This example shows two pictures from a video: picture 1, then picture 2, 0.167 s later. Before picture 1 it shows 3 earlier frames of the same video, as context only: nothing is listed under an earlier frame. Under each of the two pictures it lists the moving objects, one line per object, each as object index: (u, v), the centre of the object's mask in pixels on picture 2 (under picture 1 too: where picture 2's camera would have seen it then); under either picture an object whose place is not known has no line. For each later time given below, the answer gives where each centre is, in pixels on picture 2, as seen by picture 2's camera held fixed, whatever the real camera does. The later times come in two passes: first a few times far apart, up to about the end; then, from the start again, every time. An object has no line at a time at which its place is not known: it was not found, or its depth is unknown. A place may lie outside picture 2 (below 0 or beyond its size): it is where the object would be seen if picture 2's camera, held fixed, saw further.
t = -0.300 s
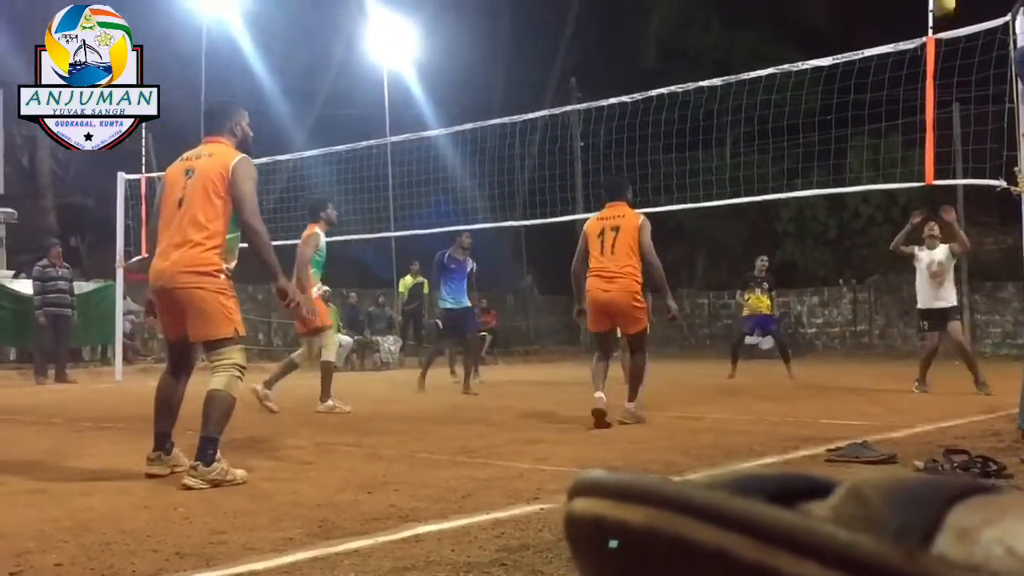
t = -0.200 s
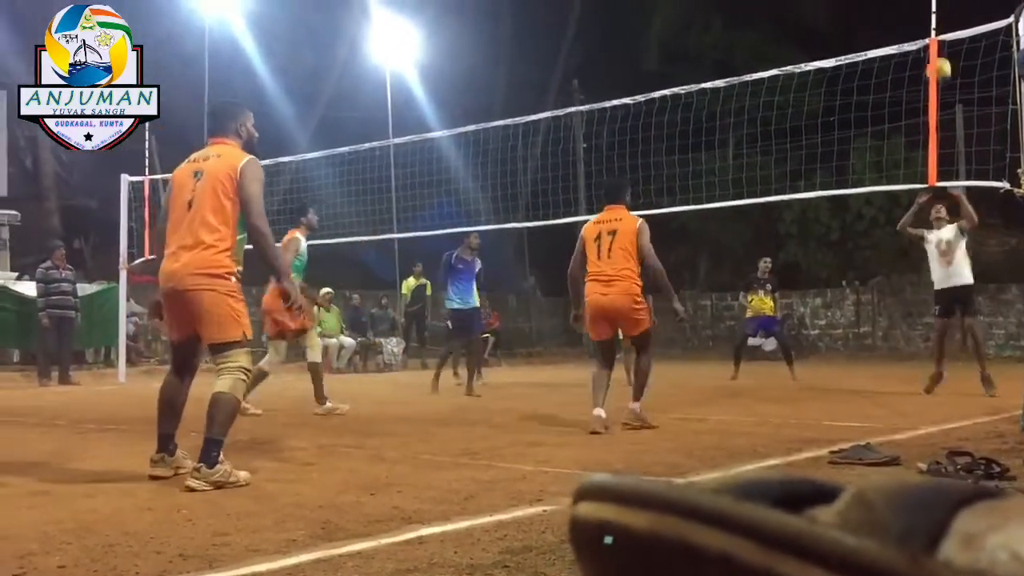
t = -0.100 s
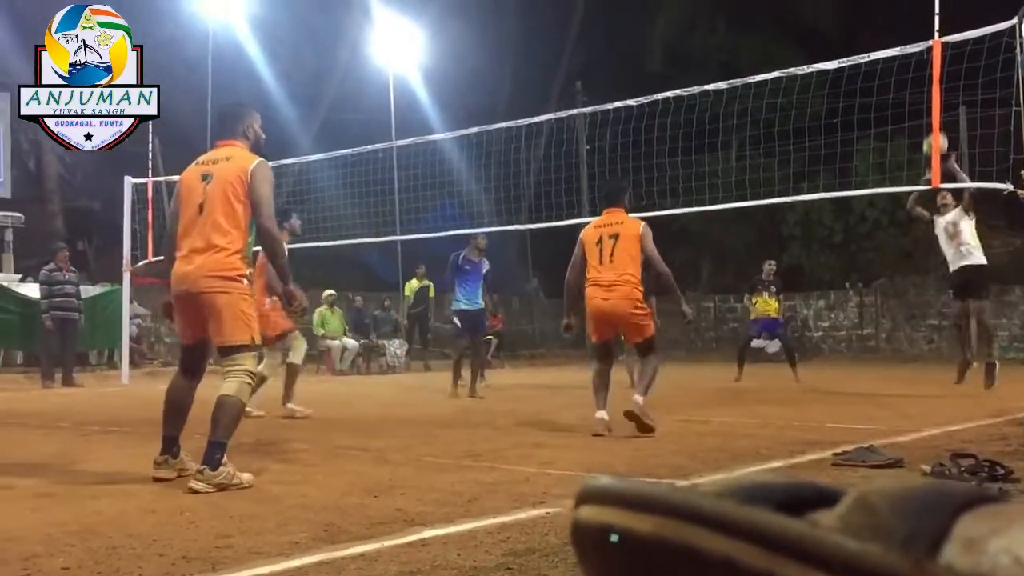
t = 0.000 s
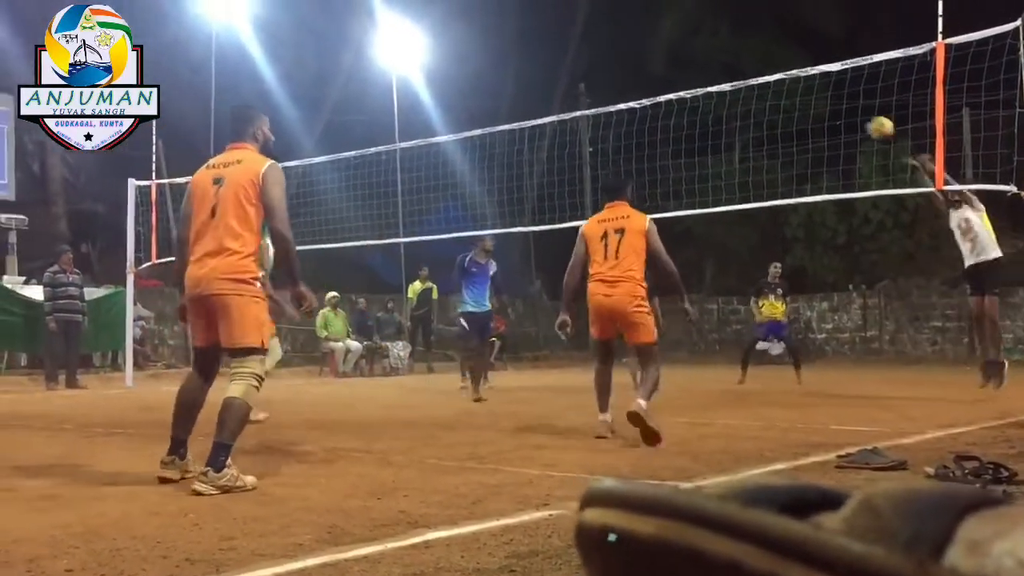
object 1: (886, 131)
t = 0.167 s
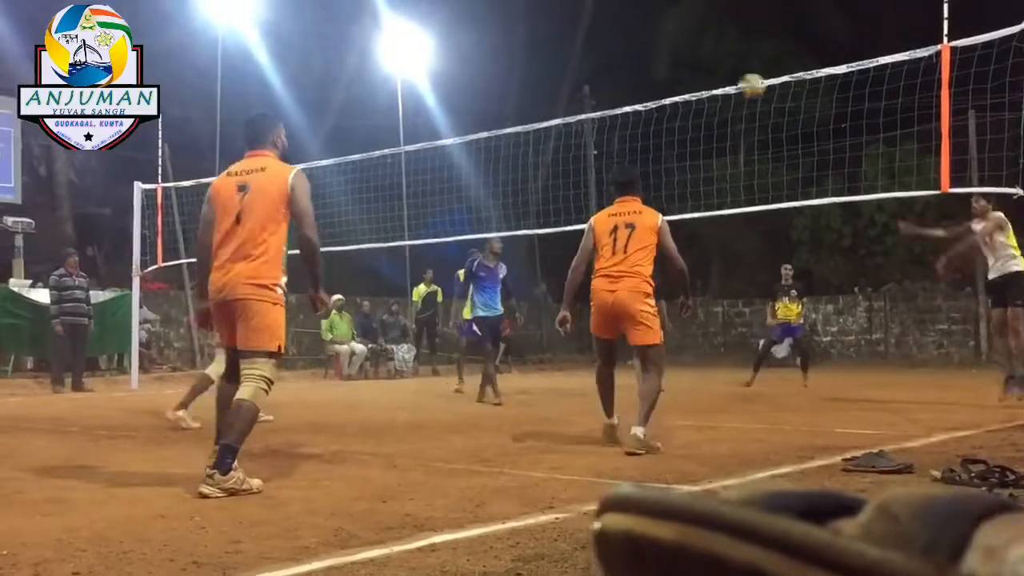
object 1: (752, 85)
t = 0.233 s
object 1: (699, 76)
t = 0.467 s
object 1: (518, 76)
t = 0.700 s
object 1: (339, 137)
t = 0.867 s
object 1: (211, 218)
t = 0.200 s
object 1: (725, 78)
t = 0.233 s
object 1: (699, 76)
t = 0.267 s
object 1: (672, 72)
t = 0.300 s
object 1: (646, 69)
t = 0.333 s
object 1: (620, 68)
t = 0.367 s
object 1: (595, 69)
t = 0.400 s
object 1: (569, 70)
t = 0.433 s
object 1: (543, 72)
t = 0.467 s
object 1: (518, 76)
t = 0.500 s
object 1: (492, 81)
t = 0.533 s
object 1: (467, 87)
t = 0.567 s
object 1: (443, 95)
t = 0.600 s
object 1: (418, 102)
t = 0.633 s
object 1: (389, 114)
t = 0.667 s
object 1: (365, 125)
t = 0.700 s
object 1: (339, 137)
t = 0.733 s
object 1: (314, 150)
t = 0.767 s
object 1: (287, 165)
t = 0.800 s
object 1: (262, 181)
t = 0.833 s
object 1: (236, 199)
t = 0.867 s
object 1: (211, 218)
